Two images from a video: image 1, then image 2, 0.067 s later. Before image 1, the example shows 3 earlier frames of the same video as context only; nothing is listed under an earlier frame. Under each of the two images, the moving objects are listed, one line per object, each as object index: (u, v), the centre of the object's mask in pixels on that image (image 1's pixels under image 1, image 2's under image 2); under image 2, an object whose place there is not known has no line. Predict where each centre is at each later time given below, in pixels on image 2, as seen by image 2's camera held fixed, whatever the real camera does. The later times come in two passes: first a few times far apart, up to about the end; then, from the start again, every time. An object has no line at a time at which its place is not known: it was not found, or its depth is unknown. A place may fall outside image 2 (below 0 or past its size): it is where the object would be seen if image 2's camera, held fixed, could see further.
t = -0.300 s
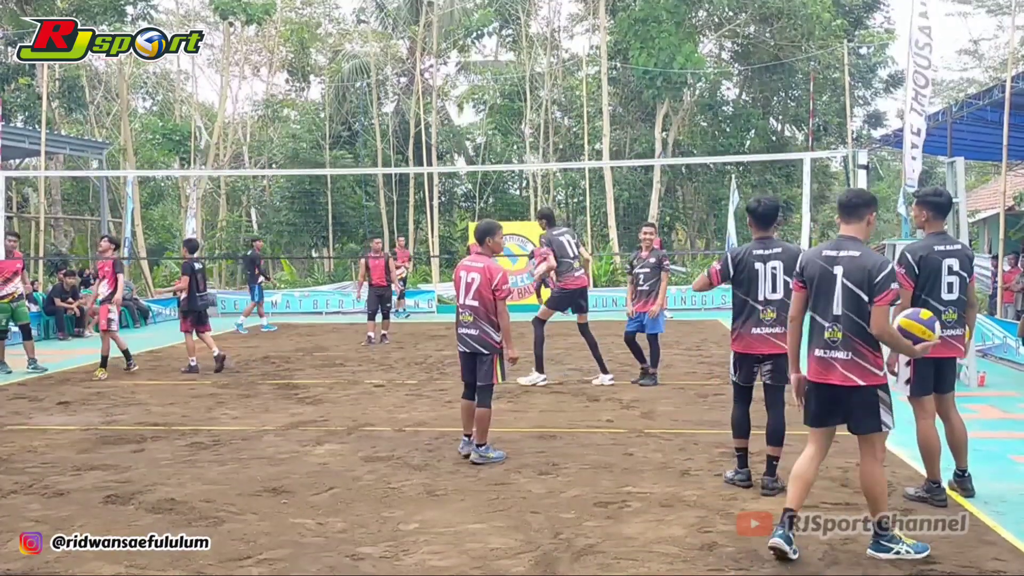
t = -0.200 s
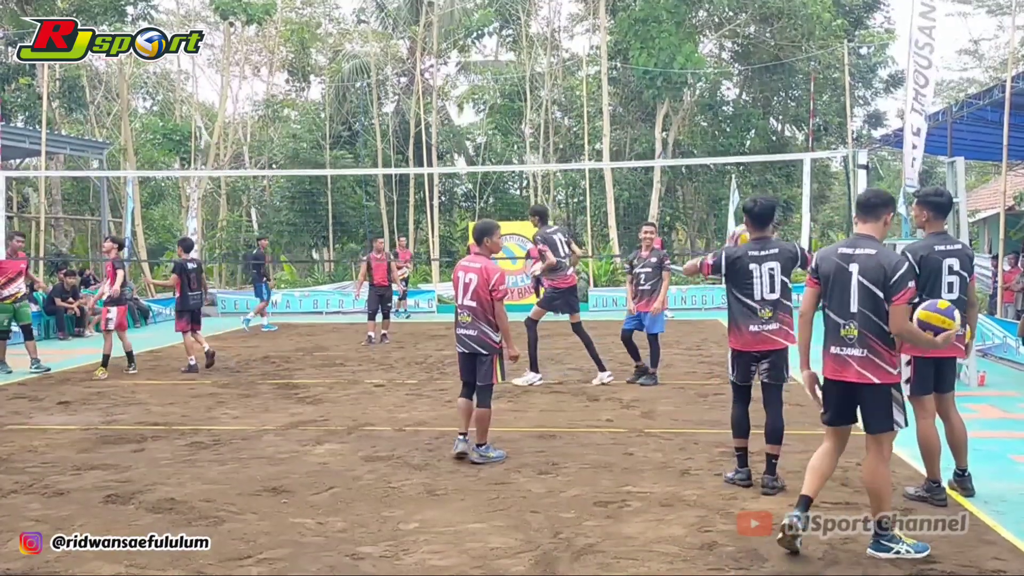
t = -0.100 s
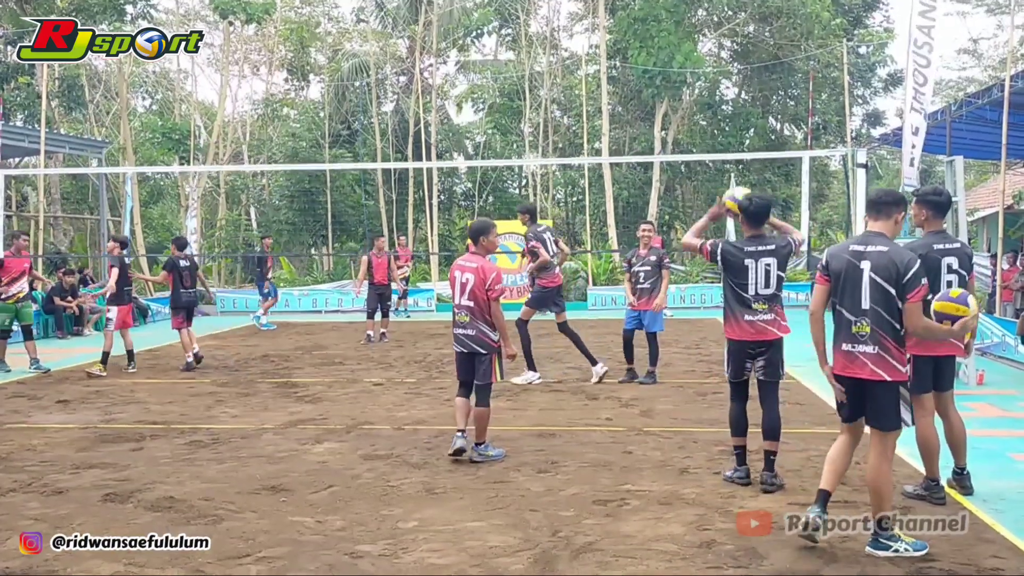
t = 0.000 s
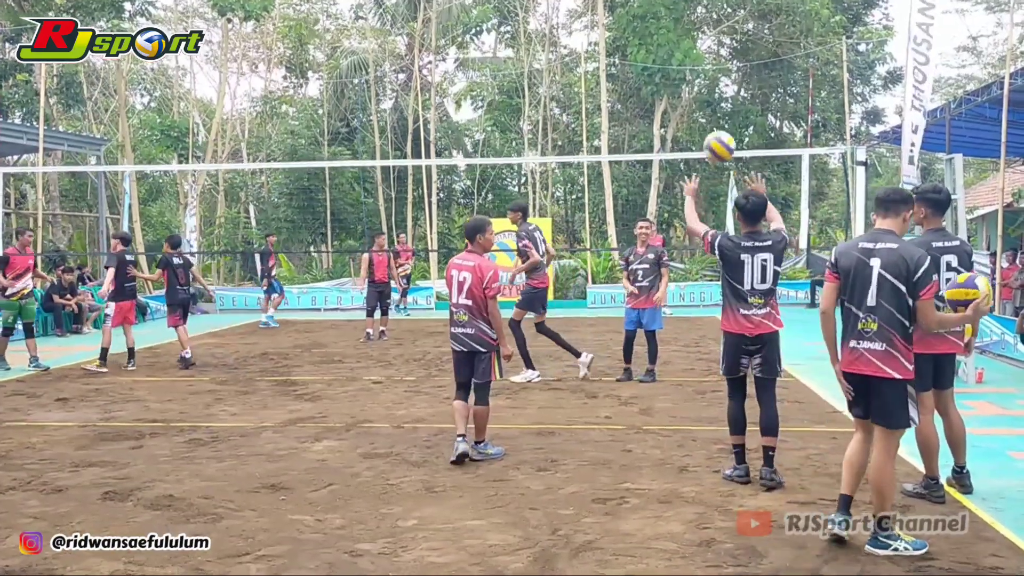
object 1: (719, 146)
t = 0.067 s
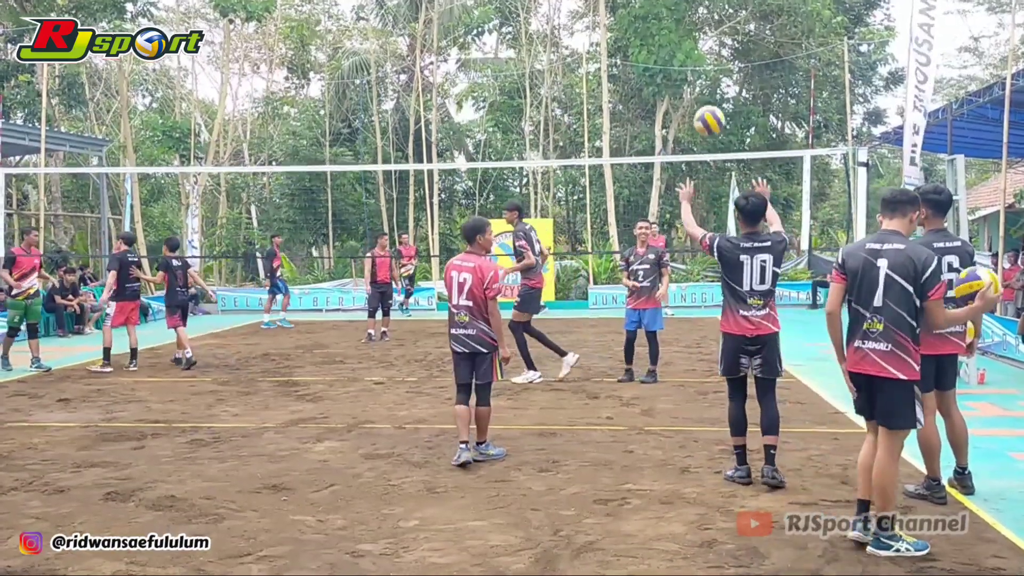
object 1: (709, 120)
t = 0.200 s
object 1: (689, 89)
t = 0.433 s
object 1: (663, 90)
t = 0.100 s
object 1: (704, 110)
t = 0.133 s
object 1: (698, 101)
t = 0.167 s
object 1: (694, 94)
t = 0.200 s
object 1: (689, 89)
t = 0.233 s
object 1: (685, 86)
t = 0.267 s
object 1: (680, 83)
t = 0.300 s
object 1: (676, 81)
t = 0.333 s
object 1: (673, 82)
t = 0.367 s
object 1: (669, 83)
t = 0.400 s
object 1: (666, 86)
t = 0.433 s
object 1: (663, 90)
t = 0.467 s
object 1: (659, 95)
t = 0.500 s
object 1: (657, 101)
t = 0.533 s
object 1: (654, 108)
